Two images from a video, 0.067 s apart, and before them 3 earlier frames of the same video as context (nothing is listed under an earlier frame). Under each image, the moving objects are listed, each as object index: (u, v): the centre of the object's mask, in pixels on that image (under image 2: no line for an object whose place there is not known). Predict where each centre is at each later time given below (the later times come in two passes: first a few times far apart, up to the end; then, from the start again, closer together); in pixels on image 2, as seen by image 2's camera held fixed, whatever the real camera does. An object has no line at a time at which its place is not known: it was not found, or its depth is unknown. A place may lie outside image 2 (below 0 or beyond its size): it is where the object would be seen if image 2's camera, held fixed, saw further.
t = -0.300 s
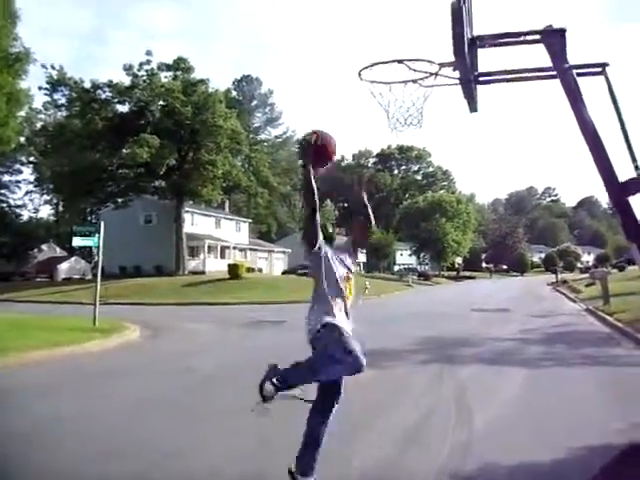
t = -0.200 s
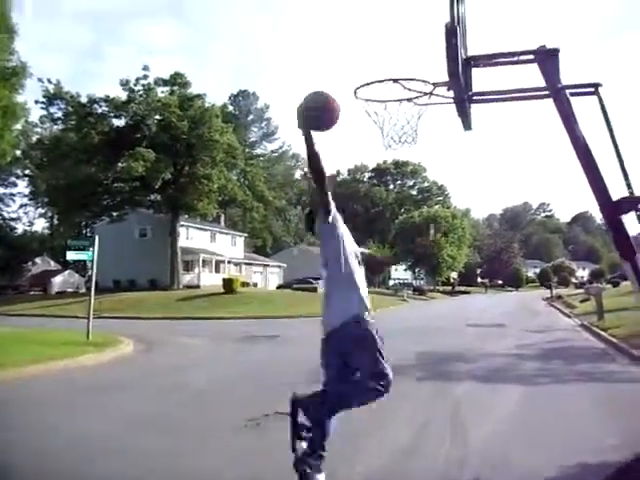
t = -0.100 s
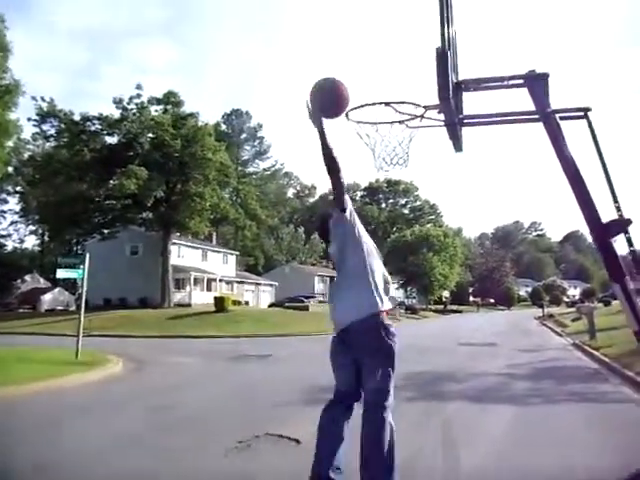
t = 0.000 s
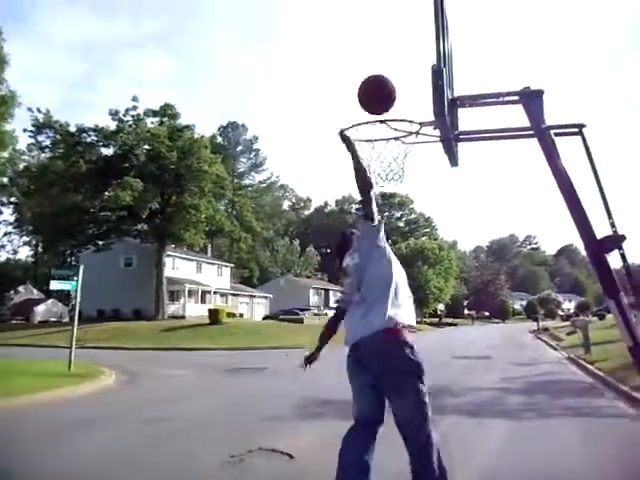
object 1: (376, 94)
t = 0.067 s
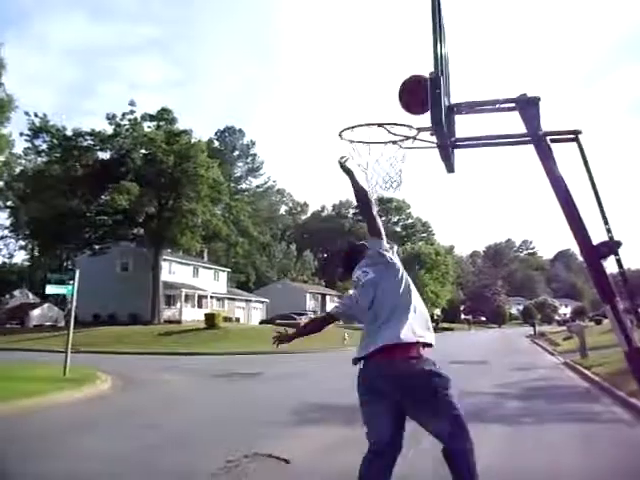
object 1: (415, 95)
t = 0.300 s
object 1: (335, 123)
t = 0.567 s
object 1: (253, 172)
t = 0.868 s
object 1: (165, 337)
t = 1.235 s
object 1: (81, 419)
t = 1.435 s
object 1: (48, 325)
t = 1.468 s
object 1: (46, 317)
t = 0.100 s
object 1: (415, 98)
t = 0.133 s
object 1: (402, 104)
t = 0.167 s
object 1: (386, 112)
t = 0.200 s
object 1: (370, 122)
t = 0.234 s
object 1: (355, 124)
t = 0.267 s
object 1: (346, 123)
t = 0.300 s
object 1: (335, 123)
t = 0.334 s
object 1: (324, 125)
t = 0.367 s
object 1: (314, 127)
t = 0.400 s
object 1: (303, 131)
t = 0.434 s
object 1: (293, 136)
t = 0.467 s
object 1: (283, 143)
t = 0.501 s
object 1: (273, 152)
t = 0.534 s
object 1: (262, 162)
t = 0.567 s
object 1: (253, 172)
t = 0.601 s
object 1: (243, 187)
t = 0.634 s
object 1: (233, 199)
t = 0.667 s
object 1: (224, 214)
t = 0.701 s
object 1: (213, 231)
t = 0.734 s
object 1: (205, 249)
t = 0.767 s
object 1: (195, 268)
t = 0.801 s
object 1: (184, 290)
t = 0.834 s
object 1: (176, 311)
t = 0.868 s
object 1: (165, 337)
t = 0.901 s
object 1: (155, 363)
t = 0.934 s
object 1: (146, 389)
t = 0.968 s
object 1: (137, 420)
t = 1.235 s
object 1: (81, 419)
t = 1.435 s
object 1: (48, 325)
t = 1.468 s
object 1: (46, 317)
